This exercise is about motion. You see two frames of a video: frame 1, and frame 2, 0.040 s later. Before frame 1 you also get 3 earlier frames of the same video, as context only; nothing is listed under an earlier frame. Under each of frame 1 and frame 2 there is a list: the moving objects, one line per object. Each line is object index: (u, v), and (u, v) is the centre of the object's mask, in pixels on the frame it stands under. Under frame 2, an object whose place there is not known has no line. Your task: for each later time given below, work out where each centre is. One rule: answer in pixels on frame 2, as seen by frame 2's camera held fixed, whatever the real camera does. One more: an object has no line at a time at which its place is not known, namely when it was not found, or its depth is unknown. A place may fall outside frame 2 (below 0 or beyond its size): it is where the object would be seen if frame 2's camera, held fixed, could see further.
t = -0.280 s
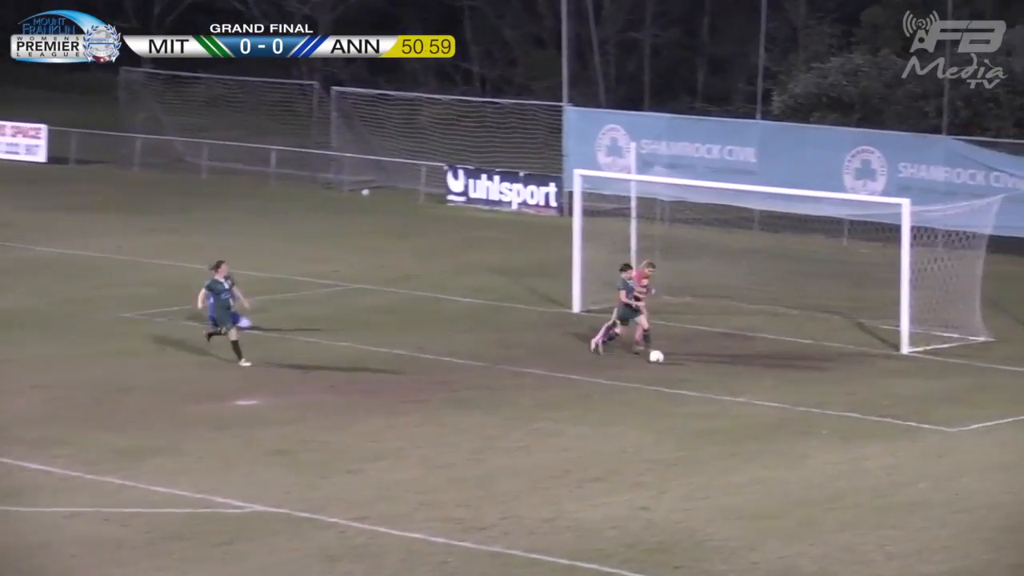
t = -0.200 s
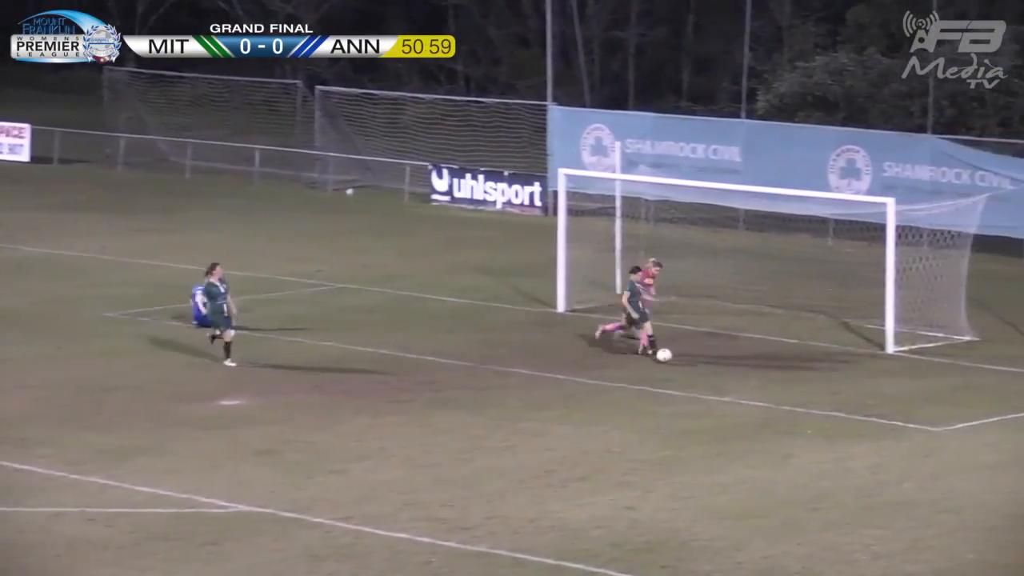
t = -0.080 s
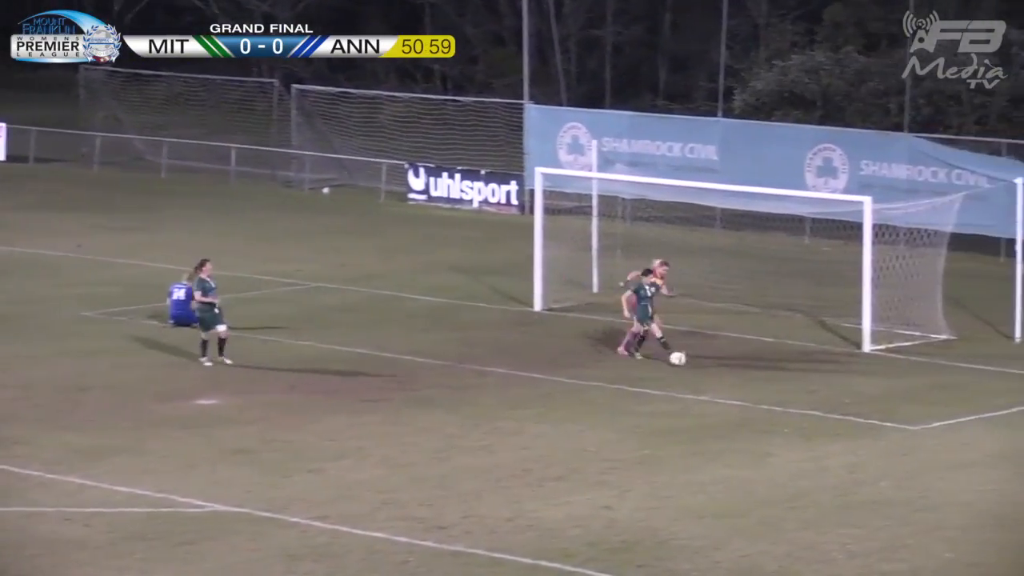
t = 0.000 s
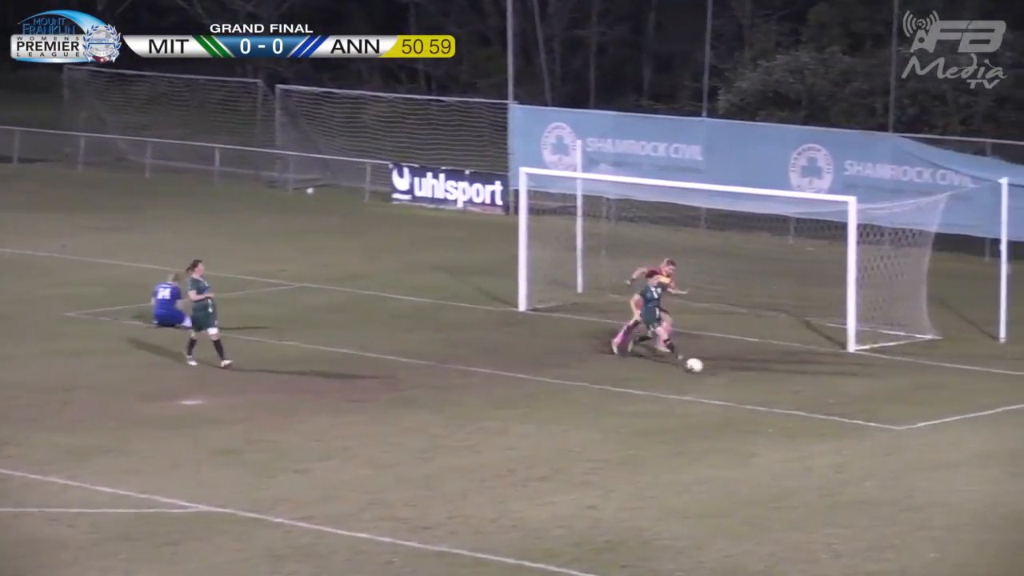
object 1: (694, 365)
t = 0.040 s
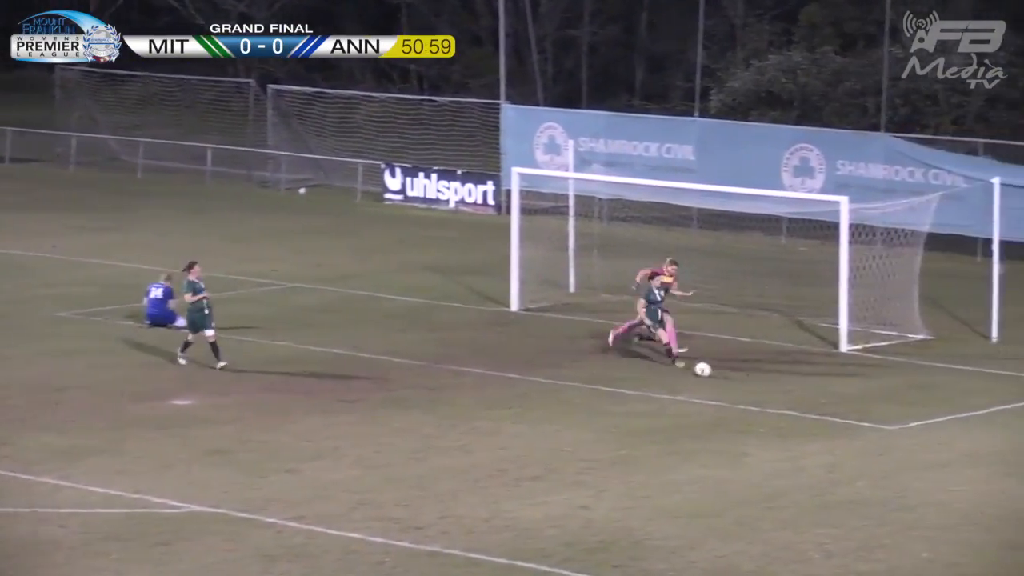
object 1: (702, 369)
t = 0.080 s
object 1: (717, 373)
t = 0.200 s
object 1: (760, 382)
